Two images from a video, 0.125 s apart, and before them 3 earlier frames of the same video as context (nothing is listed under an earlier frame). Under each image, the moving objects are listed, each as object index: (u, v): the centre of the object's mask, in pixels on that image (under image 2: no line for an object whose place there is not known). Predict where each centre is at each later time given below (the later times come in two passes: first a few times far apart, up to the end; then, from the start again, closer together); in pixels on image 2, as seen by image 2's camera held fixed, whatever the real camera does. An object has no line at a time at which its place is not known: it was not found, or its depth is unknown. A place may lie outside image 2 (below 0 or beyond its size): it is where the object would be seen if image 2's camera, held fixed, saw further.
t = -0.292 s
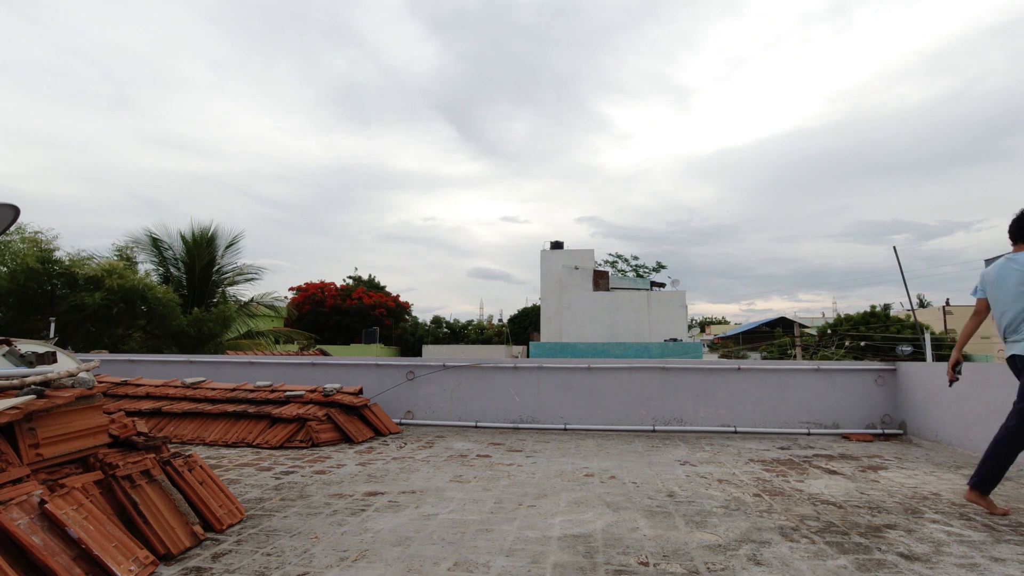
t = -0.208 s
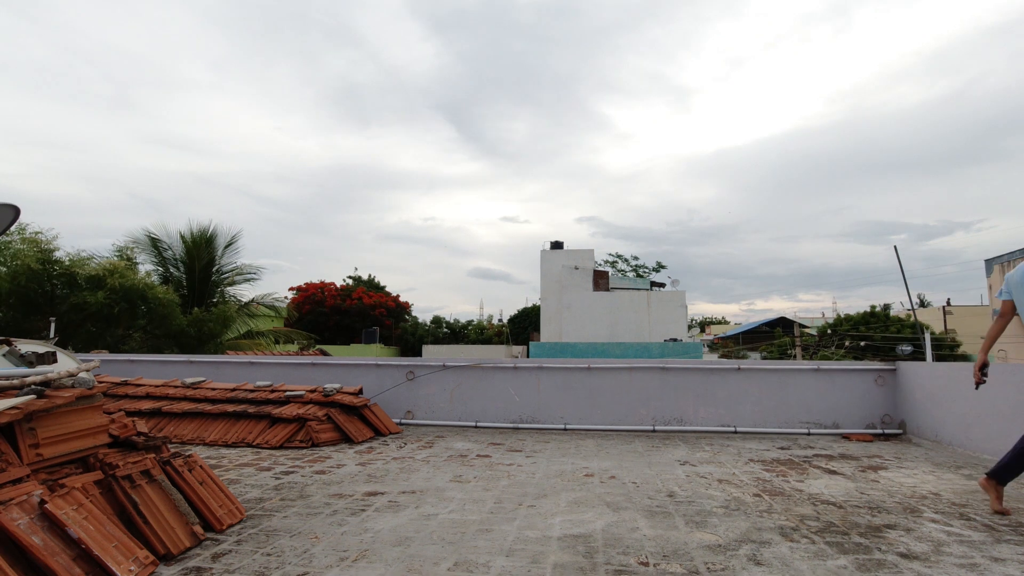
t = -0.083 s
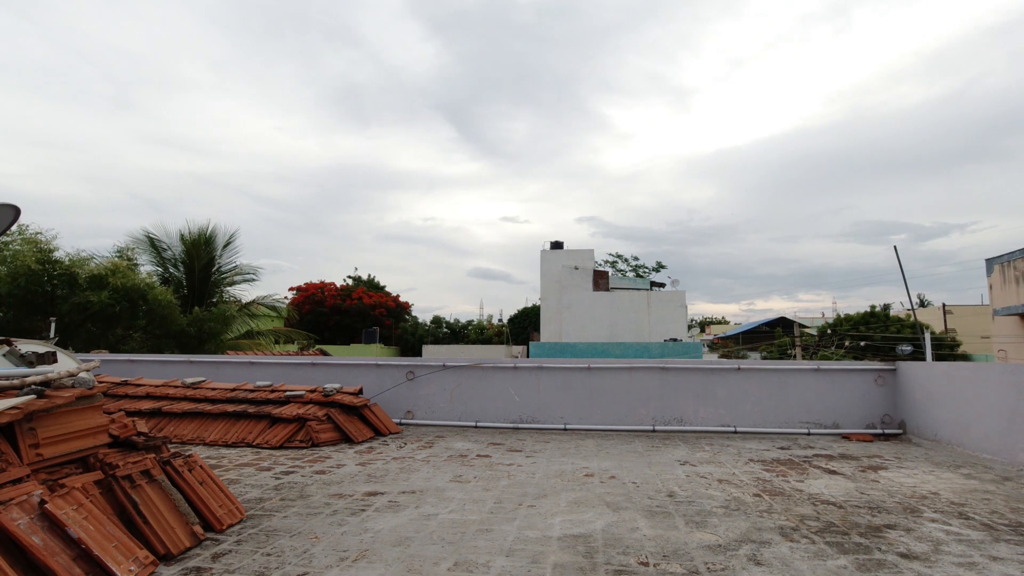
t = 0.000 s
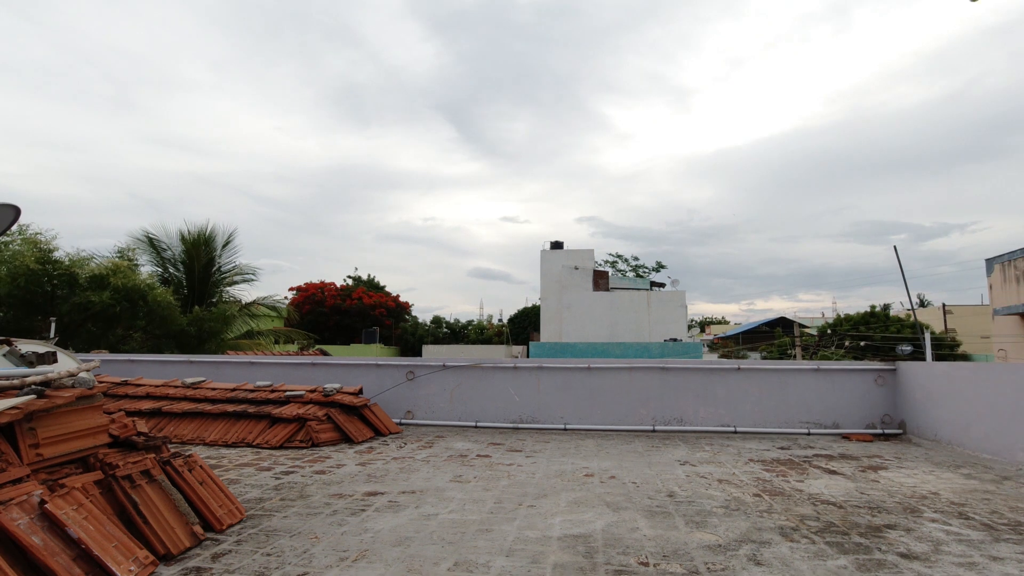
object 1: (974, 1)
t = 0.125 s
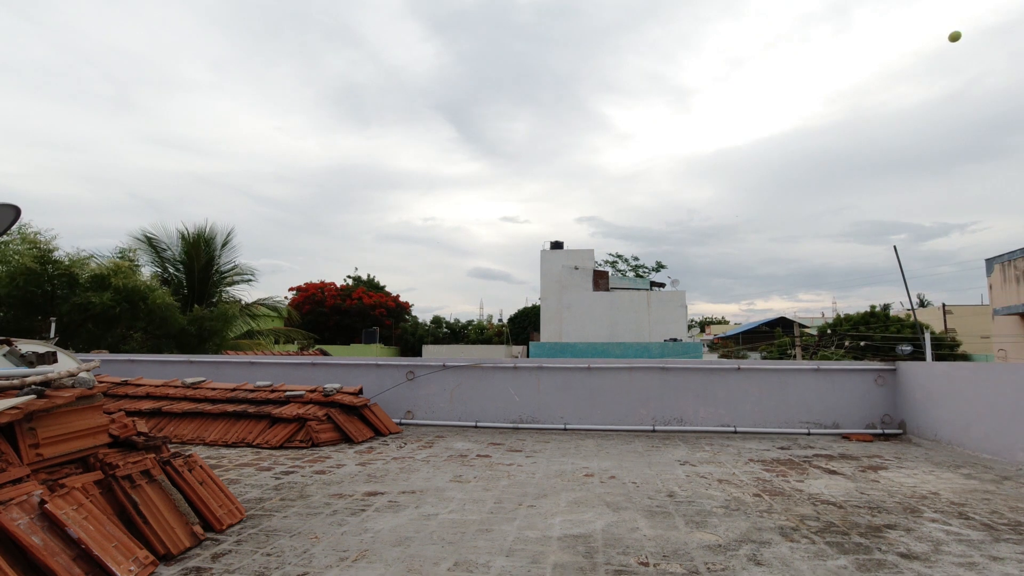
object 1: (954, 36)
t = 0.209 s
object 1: (942, 77)
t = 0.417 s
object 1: (915, 235)
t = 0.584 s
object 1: (897, 428)
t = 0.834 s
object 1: (861, 419)
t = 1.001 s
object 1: (839, 398)
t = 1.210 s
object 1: (814, 448)
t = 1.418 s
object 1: (784, 493)
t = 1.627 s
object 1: (749, 510)
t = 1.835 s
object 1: (716, 516)
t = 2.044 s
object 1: (681, 521)
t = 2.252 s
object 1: (648, 523)
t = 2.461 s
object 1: (618, 523)
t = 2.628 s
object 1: (597, 525)
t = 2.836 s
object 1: (572, 526)
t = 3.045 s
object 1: (550, 527)
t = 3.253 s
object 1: (530, 526)
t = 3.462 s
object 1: (513, 524)
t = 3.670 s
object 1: (498, 522)
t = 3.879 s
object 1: (487, 519)
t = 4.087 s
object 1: (476, 517)
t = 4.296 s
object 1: (466, 515)
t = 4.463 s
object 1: (458, 514)
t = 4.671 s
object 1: (450, 514)
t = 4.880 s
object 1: (445, 514)
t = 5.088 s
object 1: (441, 514)
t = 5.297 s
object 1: (440, 514)
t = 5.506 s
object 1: (441, 514)
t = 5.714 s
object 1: (442, 514)
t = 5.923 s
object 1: (442, 515)
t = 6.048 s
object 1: (442, 515)
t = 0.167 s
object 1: (948, 55)
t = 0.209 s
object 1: (942, 77)
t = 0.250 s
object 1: (936, 102)
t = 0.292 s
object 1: (930, 130)
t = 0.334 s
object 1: (925, 162)
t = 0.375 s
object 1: (920, 196)
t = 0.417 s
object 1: (915, 235)
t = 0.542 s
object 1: (901, 373)
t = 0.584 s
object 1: (897, 428)
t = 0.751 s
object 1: (874, 447)
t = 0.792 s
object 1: (867, 431)
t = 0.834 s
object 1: (861, 419)
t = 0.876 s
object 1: (855, 409)
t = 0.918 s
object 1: (850, 402)
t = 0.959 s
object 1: (844, 399)
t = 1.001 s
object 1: (839, 398)
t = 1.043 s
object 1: (834, 402)
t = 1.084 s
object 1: (829, 408)
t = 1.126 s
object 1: (823, 418)
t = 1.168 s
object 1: (819, 431)
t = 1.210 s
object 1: (814, 448)
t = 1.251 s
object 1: (809, 469)
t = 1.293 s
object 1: (804, 494)
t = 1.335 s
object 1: (798, 511)
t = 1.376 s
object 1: (791, 500)
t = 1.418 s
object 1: (784, 493)
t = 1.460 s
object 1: (777, 490)
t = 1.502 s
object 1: (769, 489)
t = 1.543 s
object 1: (762, 492)
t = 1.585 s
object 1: (756, 500)
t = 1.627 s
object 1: (749, 510)
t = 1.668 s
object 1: (742, 512)
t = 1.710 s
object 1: (735, 510)
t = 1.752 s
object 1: (729, 511)
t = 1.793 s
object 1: (722, 515)
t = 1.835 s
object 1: (716, 516)
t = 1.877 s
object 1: (708, 518)
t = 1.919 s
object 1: (701, 519)
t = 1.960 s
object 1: (694, 520)
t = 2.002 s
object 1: (688, 520)
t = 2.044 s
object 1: (681, 521)
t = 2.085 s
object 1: (674, 521)
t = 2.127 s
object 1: (668, 521)
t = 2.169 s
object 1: (661, 522)
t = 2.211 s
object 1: (655, 523)
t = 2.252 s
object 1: (648, 523)
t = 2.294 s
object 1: (642, 523)
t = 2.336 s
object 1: (636, 523)
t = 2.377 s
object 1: (630, 523)
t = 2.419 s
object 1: (624, 523)
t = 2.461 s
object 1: (618, 523)
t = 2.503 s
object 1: (612, 524)
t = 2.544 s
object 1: (607, 524)
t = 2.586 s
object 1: (602, 524)
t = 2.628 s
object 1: (597, 525)
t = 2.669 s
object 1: (592, 525)
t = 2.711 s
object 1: (586, 525)
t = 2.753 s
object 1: (582, 525)
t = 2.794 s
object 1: (577, 525)
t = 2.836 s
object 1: (572, 526)
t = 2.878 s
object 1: (568, 526)
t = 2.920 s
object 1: (564, 526)
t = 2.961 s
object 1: (559, 526)
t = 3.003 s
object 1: (555, 527)
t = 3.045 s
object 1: (550, 527)
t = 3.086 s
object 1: (546, 526)
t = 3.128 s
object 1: (542, 526)
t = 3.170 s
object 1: (538, 526)
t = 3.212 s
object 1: (534, 526)
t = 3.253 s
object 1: (530, 526)
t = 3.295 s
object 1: (526, 525)
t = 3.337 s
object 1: (523, 525)
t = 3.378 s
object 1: (519, 525)
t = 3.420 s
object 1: (516, 524)
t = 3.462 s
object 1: (513, 524)
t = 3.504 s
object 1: (510, 523)
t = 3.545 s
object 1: (507, 523)
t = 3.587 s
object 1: (504, 522)
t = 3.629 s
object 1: (501, 522)
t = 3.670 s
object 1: (498, 522)
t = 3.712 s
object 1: (496, 521)
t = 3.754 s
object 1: (493, 521)
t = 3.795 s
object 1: (491, 520)
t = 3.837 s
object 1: (489, 520)
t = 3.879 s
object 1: (487, 519)
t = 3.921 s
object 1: (484, 519)
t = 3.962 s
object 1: (482, 518)
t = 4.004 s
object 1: (480, 518)
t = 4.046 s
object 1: (478, 517)
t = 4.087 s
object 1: (476, 517)
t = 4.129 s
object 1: (474, 517)
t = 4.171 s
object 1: (472, 516)
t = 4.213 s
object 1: (469, 516)
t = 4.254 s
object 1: (468, 515)
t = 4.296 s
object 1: (466, 515)
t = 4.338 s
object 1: (464, 515)
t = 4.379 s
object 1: (462, 515)
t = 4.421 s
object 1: (460, 515)
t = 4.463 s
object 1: (458, 514)
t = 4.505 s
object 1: (456, 514)
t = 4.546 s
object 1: (454, 514)
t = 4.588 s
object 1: (453, 514)
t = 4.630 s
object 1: (452, 514)
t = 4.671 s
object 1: (450, 514)
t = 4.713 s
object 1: (449, 514)
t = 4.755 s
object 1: (448, 514)
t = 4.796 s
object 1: (447, 514)
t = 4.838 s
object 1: (446, 514)
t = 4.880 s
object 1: (445, 514)
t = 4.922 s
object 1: (444, 514)
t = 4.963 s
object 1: (443, 514)
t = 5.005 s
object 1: (442, 514)
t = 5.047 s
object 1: (442, 514)
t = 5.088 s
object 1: (441, 514)
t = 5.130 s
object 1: (441, 514)
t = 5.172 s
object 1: (440, 514)
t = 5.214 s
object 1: (440, 514)
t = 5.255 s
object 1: (440, 514)
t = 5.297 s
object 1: (440, 514)
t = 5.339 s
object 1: (440, 514)
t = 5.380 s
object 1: (440, 514)
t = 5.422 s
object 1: (441, 514)
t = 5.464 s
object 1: (441, 514)
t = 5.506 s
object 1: (441, 514)
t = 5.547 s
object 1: (442, 514)
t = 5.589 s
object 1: (442, 514)
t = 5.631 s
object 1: (442, 514)
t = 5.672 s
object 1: (442, 514)
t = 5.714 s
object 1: (442, 514)
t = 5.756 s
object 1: (442, 514)
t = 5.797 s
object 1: (442, 514)
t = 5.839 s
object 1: (442, 514)
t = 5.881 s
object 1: (442, 515)
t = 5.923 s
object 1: (442, 515)
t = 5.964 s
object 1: (442, 515)
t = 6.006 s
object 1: (442, 515)
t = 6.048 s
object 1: (442, 515)
